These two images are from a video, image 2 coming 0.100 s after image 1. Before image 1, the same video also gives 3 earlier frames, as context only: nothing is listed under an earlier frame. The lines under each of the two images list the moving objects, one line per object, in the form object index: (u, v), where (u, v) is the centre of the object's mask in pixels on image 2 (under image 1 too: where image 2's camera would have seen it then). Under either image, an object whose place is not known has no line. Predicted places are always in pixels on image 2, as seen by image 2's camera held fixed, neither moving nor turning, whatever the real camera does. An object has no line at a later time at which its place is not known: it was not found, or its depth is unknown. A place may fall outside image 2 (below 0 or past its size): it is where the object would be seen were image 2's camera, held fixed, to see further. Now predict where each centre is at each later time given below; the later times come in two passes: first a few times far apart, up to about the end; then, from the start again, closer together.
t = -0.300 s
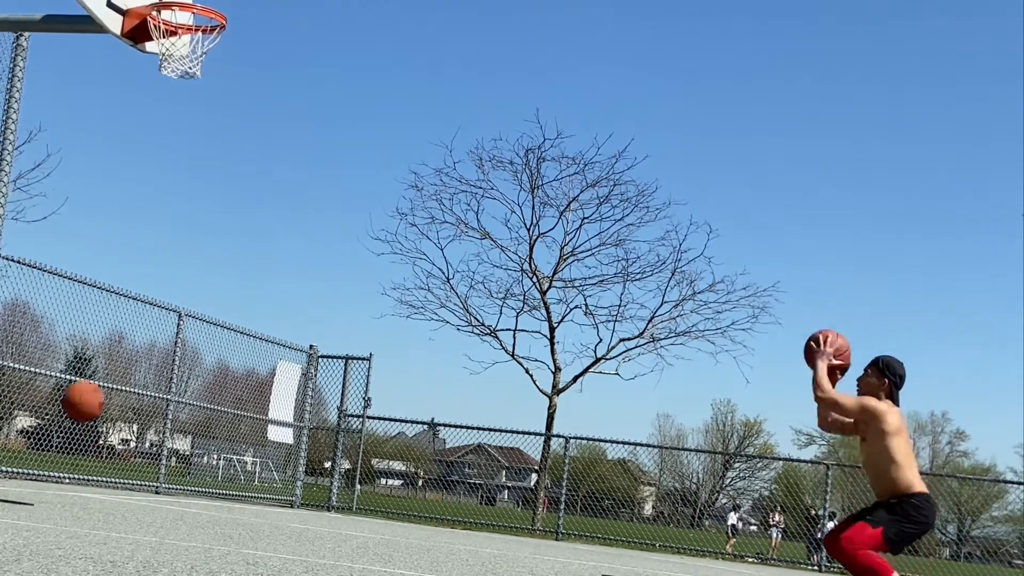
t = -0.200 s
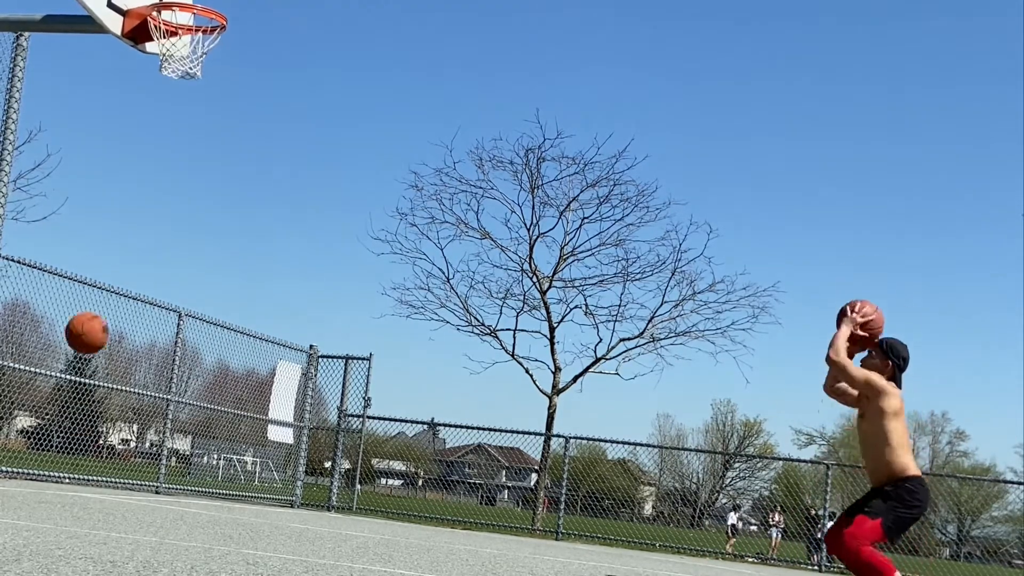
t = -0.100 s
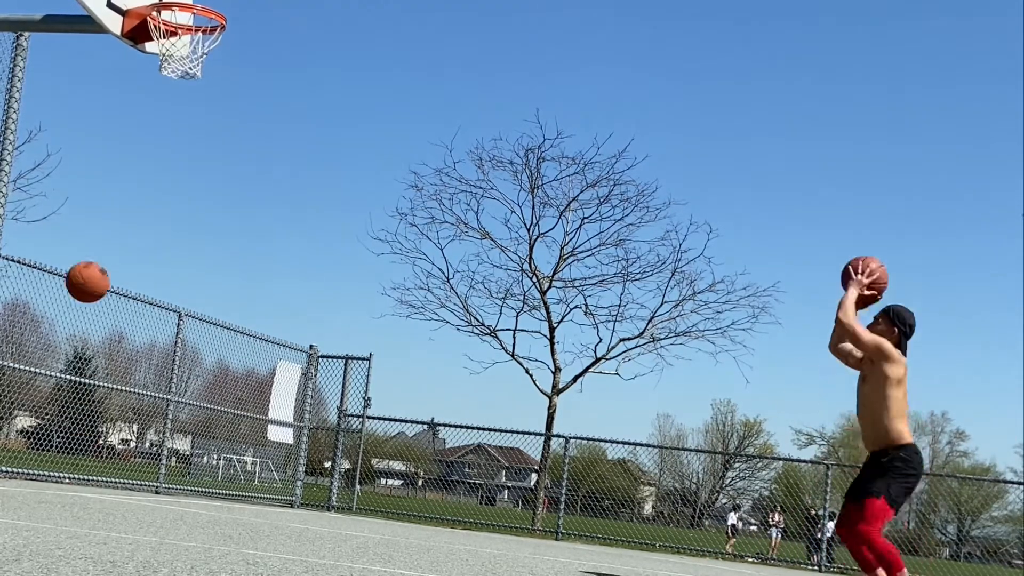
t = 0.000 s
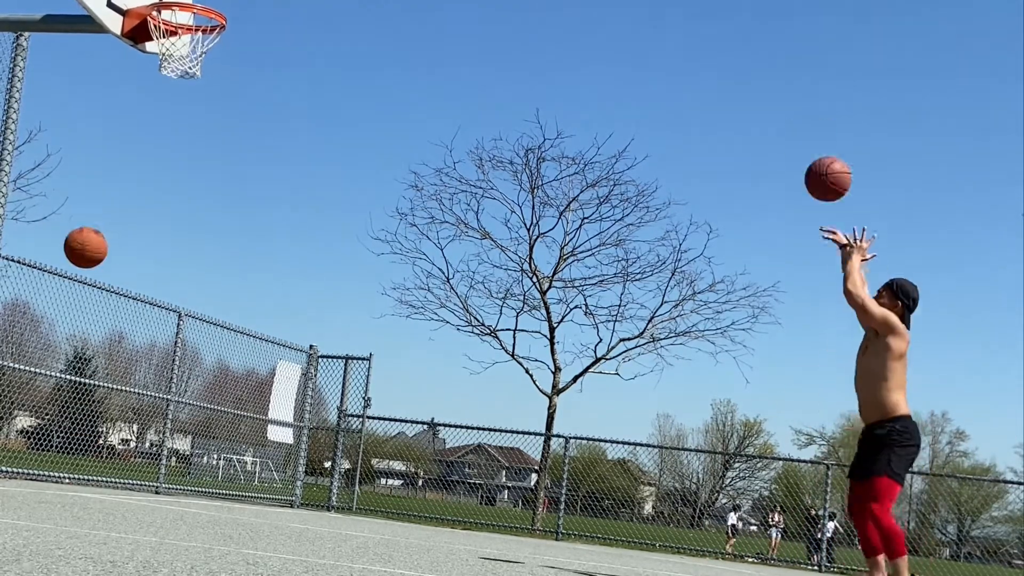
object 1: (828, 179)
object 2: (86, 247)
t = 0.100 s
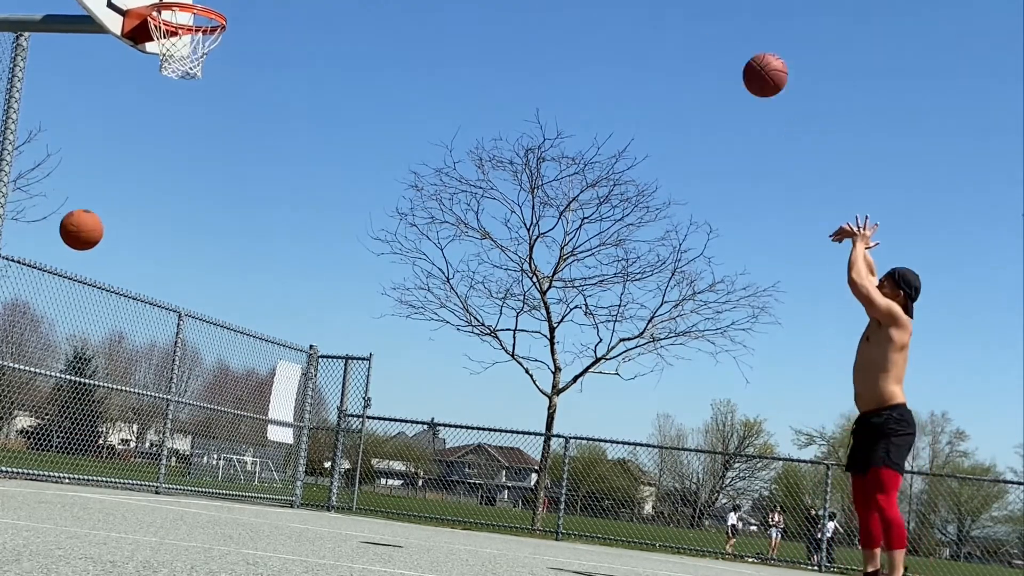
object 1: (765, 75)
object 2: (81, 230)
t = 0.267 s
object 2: (69, 236)
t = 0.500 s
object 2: (41, 325)
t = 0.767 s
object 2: (13, 451)
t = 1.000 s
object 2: (18, 332)
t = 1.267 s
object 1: (170, 37)
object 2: (14, 309)
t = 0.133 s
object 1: (745, 46)
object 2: (79, 227)
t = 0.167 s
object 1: (724, 19)
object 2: (77, 227)
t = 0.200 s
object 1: (704, 7)
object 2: (75, 228)
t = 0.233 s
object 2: (72, 232)
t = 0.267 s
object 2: (69, 236)
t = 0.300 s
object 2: (66, 243)
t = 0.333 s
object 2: (63, 252)
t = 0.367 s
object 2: (59, 263)
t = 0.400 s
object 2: (55, 276)
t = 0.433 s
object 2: (51, 290)
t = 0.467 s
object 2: (46, 306)
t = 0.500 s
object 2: (41, 325)
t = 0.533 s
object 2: (37, 344)
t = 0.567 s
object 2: (31, 366)
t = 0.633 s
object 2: (20, 416)
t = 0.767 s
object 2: (13, 451)
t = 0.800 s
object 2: (15, 428)
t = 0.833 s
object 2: (15, 407)
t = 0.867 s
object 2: (16, 388)
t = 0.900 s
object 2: (17, 371)
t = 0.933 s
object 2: (17, 356)
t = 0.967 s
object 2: (18, 343)
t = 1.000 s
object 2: (18, 332)
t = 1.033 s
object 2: (18, 323)
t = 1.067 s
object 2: (18, 315)
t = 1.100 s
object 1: (175, 36)
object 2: (17, 309)
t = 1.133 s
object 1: (162, 41)
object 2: (17, 305)
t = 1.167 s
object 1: (162, 36)
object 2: (16, 303)
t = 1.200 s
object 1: (165, 35)
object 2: (16, 303)
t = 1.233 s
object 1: (167, 35)
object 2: (15, 305)
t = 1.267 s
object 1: (170, 37)
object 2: (14, 309)
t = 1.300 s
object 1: (172, 39)
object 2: (12, 315)
